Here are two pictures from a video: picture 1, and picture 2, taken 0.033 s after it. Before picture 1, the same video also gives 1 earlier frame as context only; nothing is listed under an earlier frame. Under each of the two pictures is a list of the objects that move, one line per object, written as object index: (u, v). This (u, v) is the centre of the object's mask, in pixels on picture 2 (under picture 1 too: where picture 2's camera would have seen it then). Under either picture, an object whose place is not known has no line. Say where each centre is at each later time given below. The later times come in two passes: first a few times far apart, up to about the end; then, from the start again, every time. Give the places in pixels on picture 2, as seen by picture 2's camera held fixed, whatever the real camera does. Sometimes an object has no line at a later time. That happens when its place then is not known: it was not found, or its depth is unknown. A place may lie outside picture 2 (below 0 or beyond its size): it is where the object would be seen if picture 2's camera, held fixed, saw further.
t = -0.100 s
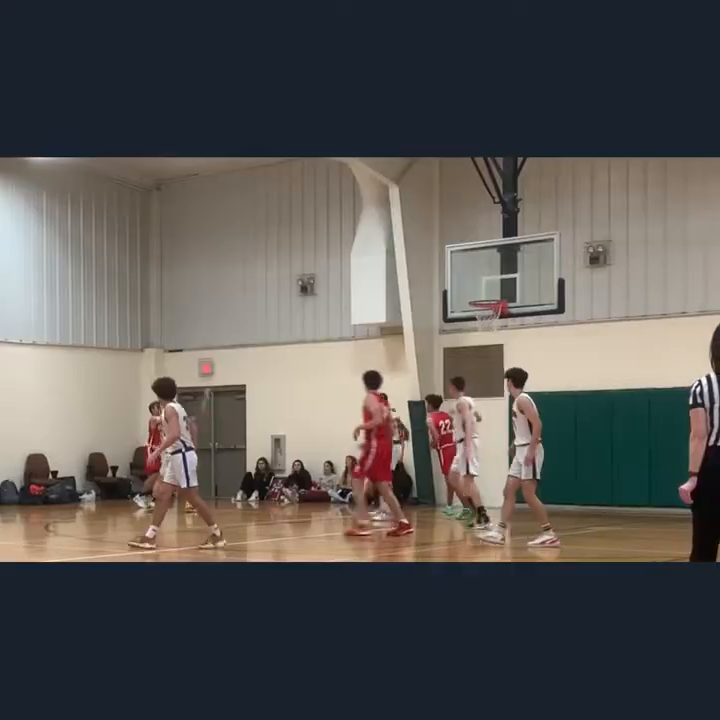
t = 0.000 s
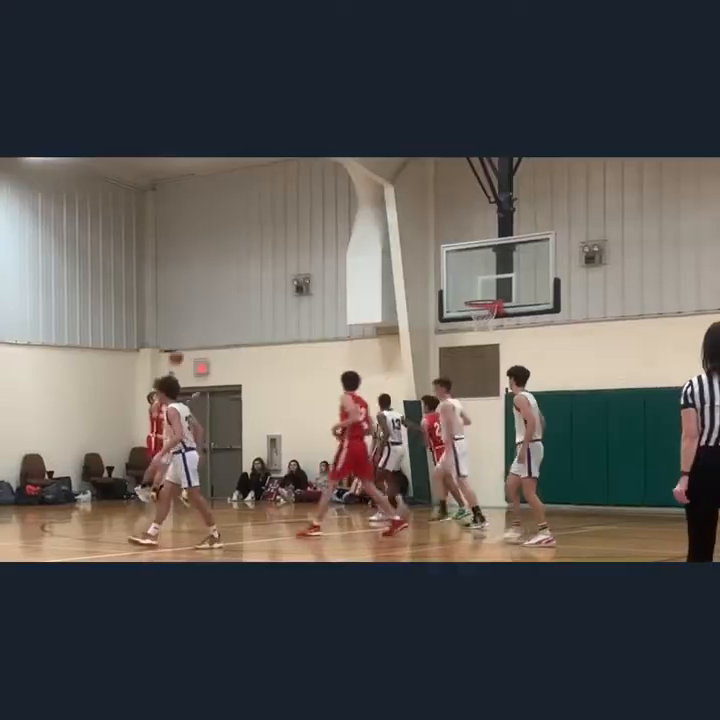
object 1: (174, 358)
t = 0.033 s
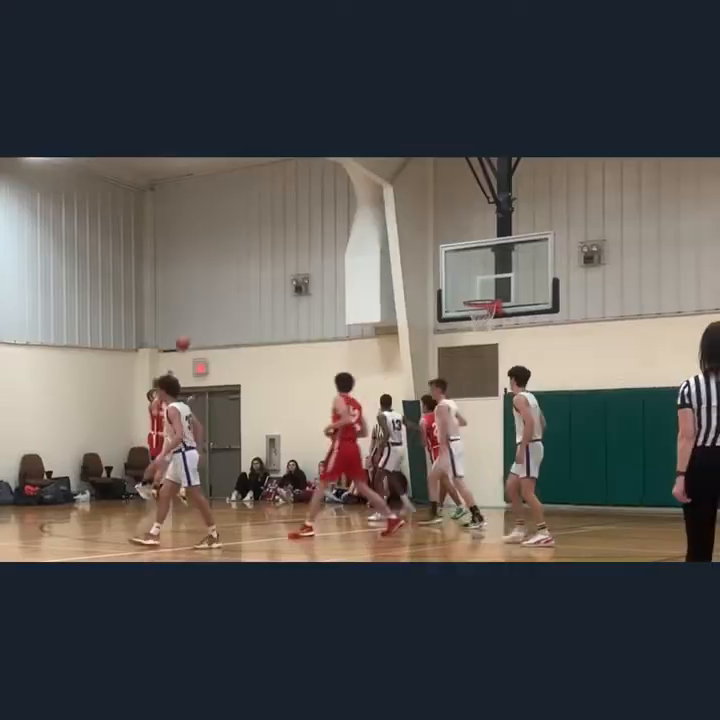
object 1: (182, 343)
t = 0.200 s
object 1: (219, 285)
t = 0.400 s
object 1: (266, 236)
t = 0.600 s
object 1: (314, 209)
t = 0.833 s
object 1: (373, 210)
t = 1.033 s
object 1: (426, 239)
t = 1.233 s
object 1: (483, 297)
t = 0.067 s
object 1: (190, 331)
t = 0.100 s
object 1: (196, 319)
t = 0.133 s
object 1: (204, 307)
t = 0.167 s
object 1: (211, 296)
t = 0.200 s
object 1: (219, 285)
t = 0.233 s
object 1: (226, 276)
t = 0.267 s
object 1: (234, 267)
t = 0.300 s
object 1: (242, 257)
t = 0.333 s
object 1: (250, 250)
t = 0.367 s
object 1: (258, 243)
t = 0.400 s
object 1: (266, 236)
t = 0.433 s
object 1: (273, 230)
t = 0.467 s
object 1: (282, 225)
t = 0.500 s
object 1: (289, 220)
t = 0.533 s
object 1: (298, 216)
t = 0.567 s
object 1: (306, 212)
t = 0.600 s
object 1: (314, 209)
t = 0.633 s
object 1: (323, 207)
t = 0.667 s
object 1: (331, 206)
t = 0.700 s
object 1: (339, 205)
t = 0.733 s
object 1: (347, 205)
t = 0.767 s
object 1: (356, 206)
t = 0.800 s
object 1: (364, 208)
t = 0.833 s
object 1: (373, 210)
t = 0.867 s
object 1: (382, 213)
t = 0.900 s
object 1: (391, 217)
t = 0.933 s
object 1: (400, 222)
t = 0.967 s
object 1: (408, 226)
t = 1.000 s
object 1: (417, 233)
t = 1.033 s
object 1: (426, 239)
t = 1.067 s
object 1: (435, 247)
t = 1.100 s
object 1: (445, 257)
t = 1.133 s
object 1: (454, 266)
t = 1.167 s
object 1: (464, 276)
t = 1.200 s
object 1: (473, 287)
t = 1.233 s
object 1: (483, 297)
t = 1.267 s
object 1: (489, 310)
